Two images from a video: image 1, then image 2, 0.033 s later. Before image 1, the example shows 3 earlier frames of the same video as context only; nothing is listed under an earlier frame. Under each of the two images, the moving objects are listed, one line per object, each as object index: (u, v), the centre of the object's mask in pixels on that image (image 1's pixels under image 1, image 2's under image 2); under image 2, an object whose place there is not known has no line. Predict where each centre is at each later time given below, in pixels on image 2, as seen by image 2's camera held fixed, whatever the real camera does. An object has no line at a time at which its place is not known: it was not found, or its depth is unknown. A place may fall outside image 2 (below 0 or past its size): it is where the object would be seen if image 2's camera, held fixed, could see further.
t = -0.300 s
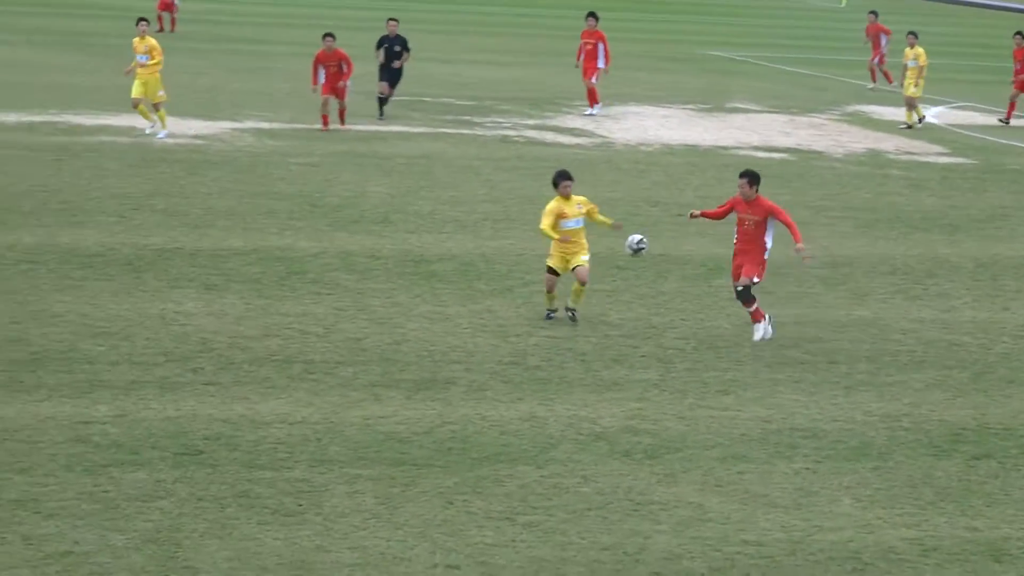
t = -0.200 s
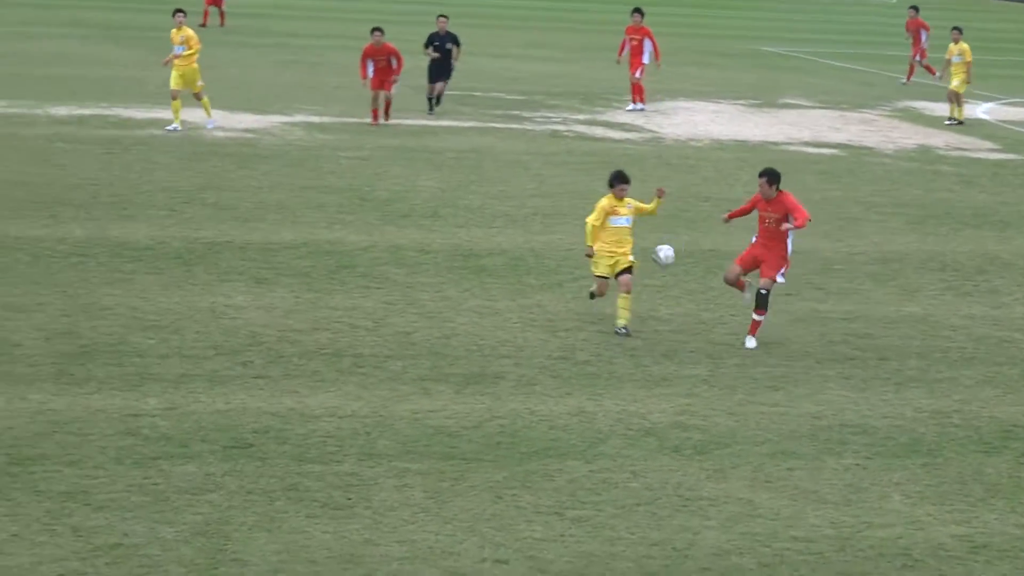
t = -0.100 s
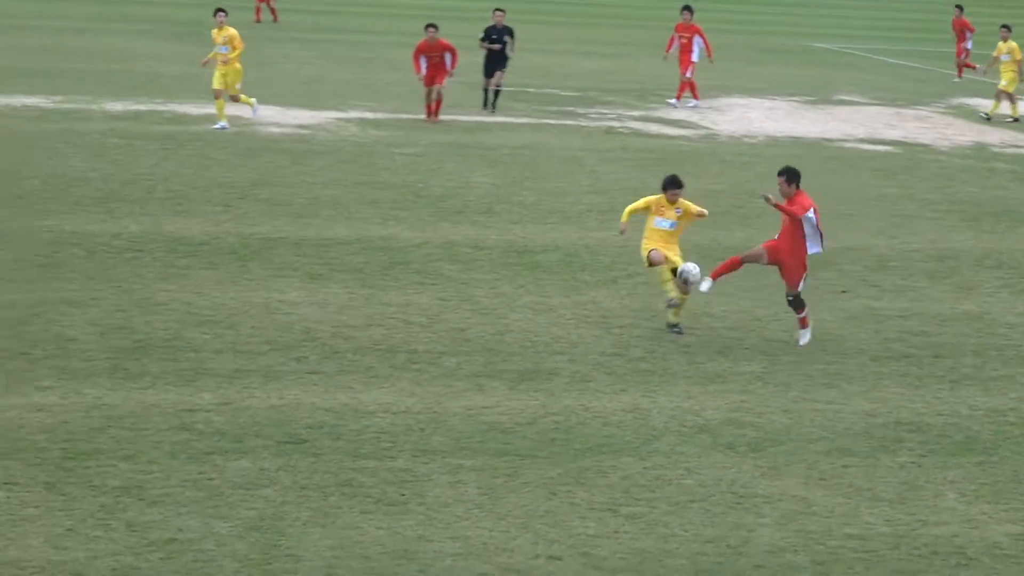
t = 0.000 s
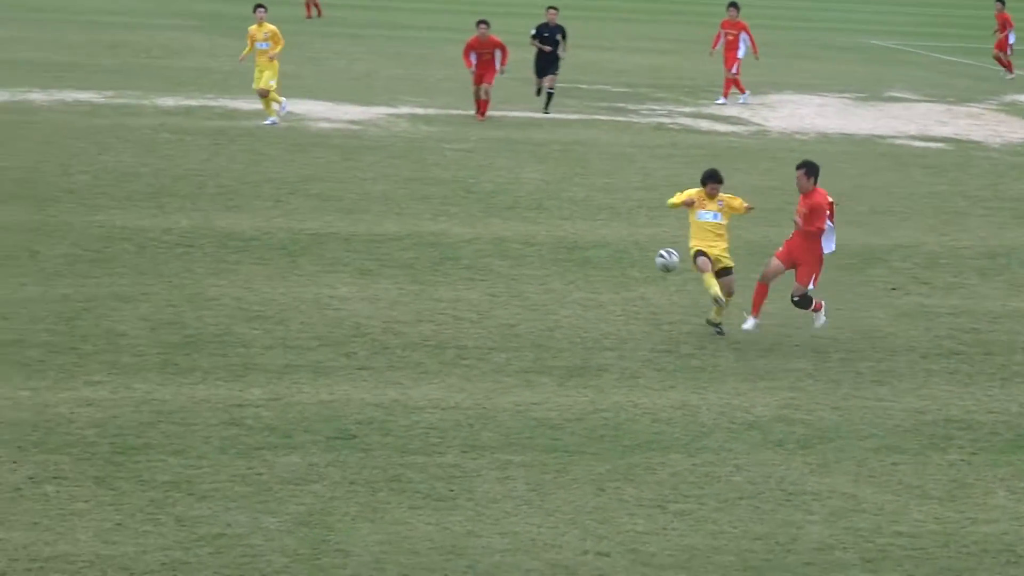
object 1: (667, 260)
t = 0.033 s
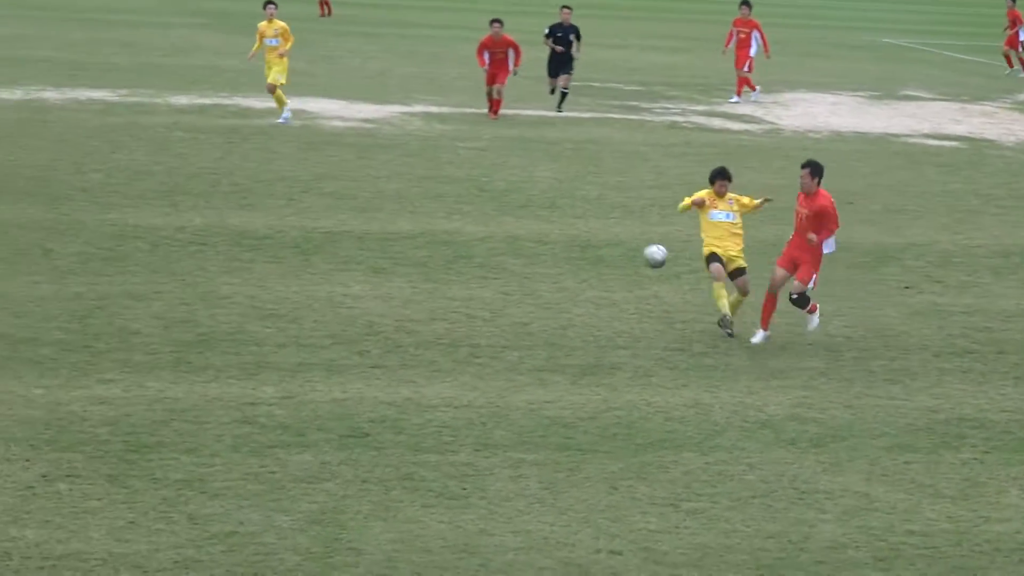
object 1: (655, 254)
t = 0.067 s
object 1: (632, 252)
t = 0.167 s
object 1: (557, 256)
